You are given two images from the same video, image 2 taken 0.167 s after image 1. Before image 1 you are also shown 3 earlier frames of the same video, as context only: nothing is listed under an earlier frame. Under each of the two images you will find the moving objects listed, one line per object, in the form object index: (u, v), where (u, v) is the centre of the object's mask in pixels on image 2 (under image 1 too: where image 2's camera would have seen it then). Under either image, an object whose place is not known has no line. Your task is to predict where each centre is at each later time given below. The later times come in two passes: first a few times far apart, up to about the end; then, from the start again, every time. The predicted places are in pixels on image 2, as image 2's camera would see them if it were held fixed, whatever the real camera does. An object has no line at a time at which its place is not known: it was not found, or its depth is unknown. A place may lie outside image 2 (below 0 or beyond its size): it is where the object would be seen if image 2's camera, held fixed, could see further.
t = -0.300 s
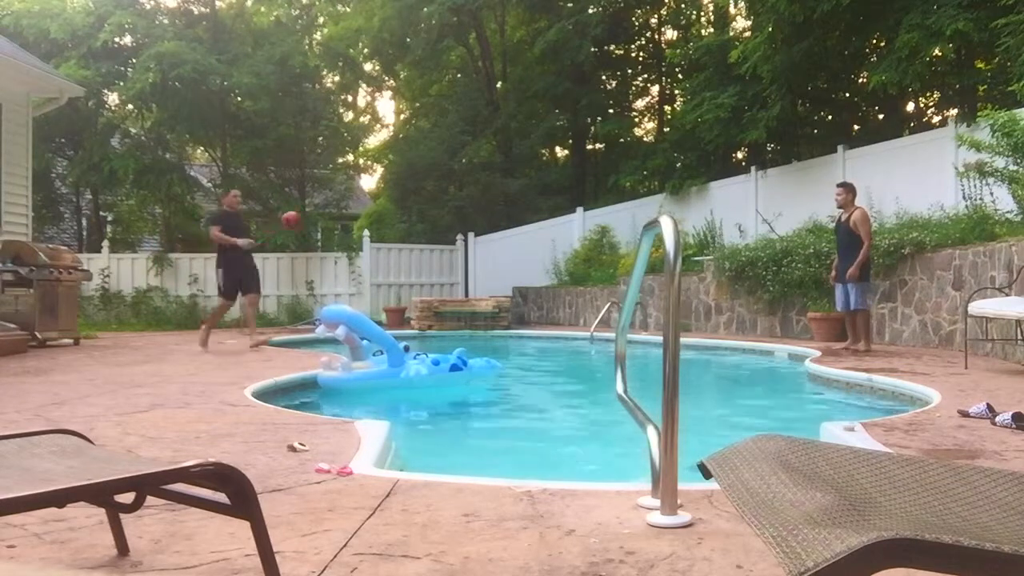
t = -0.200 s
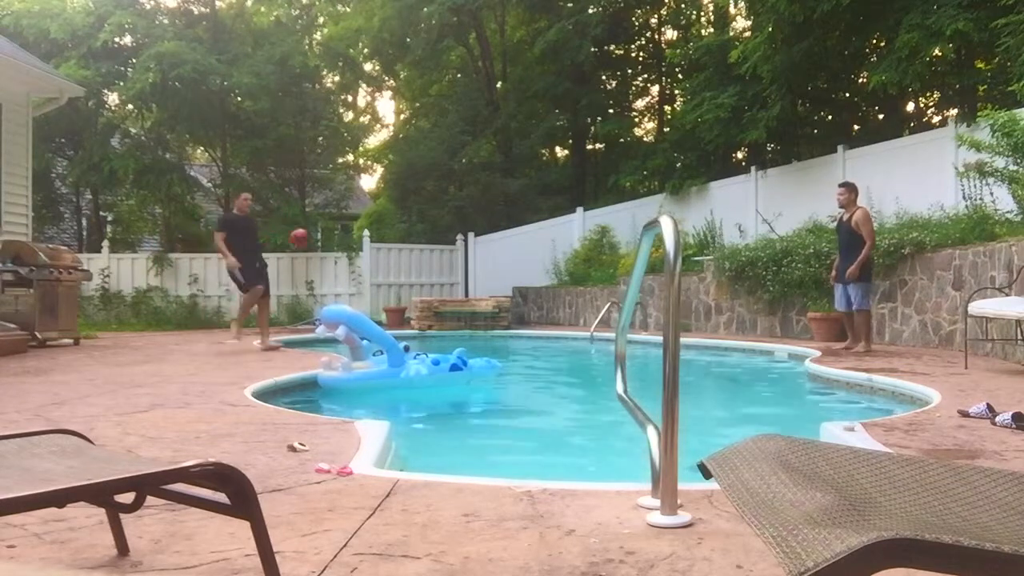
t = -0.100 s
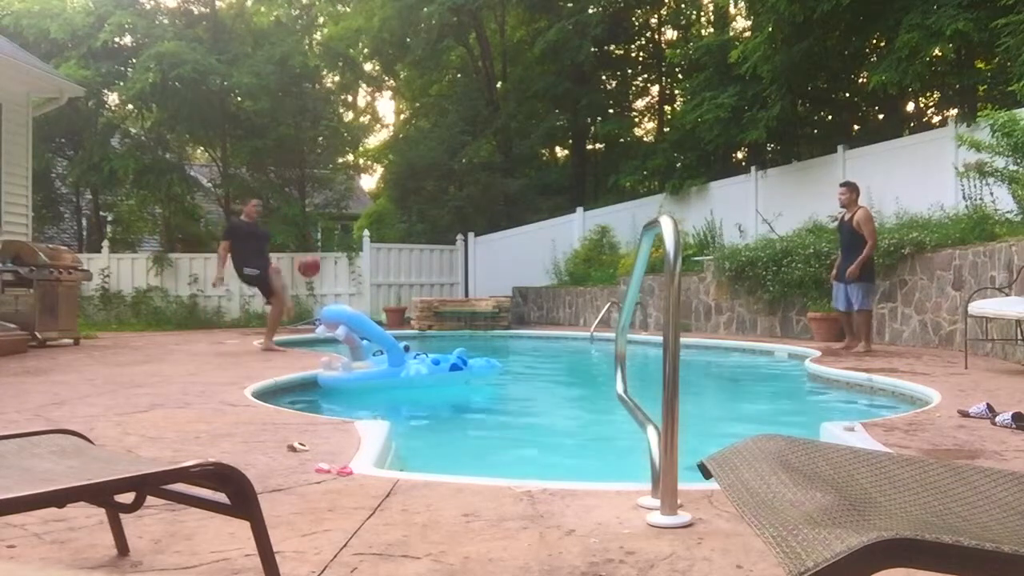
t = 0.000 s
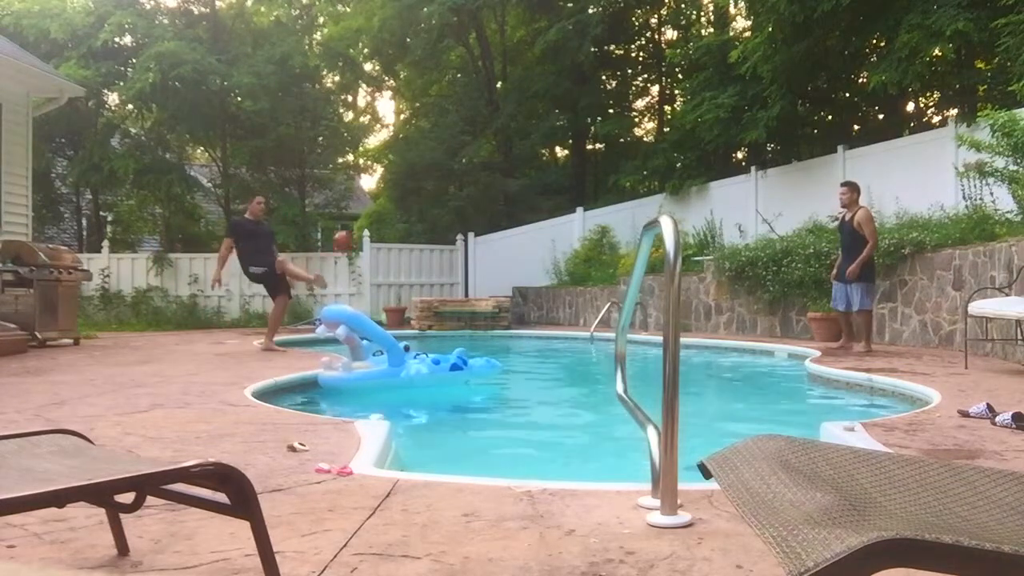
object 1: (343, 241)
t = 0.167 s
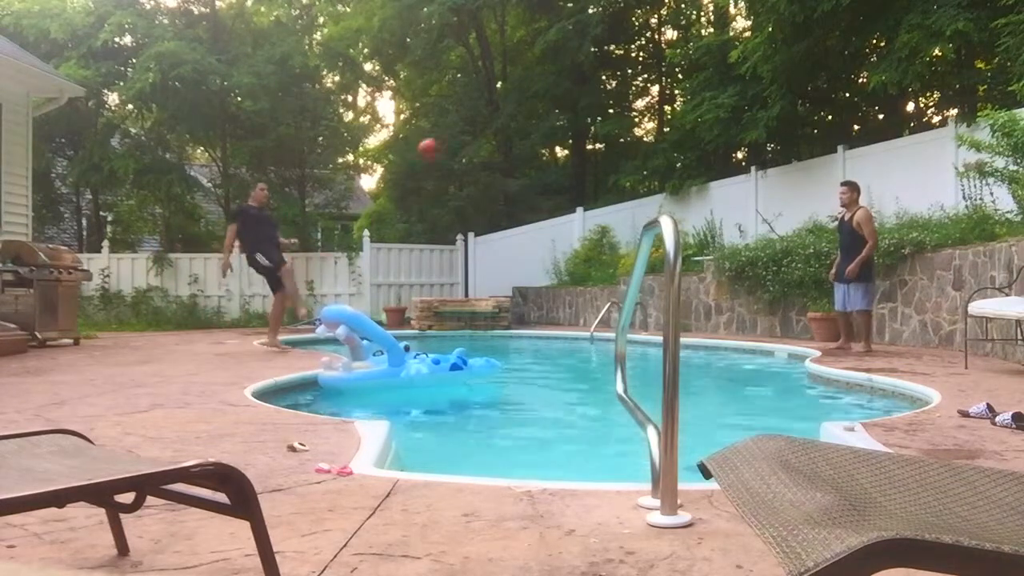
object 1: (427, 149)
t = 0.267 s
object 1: (477, 109)
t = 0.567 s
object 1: (616, 51)
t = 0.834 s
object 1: (732, 74)
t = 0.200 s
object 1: (445, 133)
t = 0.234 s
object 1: (461, 119)
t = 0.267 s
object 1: (477, 109)
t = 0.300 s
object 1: (493, 96)
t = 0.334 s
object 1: (509, 88)
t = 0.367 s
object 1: (525, 79)
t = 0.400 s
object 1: (542, 73)
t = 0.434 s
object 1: (555, 65)
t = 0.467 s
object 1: (571, 60)
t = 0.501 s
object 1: (587, 57)
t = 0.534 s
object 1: (600, 53)
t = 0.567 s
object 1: (616, 51)
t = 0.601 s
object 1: (631, 50)
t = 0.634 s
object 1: (646, 50)
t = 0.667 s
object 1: (658, 52)
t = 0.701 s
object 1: (674, 55)
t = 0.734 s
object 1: (687, 57)
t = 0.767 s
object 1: (703, 62)
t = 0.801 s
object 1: (716, 67)
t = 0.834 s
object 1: (732, 74)
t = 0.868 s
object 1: (744, 82)
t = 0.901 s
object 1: (757, 90)
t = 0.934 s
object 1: (771, 100)
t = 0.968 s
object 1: (784, 108)
